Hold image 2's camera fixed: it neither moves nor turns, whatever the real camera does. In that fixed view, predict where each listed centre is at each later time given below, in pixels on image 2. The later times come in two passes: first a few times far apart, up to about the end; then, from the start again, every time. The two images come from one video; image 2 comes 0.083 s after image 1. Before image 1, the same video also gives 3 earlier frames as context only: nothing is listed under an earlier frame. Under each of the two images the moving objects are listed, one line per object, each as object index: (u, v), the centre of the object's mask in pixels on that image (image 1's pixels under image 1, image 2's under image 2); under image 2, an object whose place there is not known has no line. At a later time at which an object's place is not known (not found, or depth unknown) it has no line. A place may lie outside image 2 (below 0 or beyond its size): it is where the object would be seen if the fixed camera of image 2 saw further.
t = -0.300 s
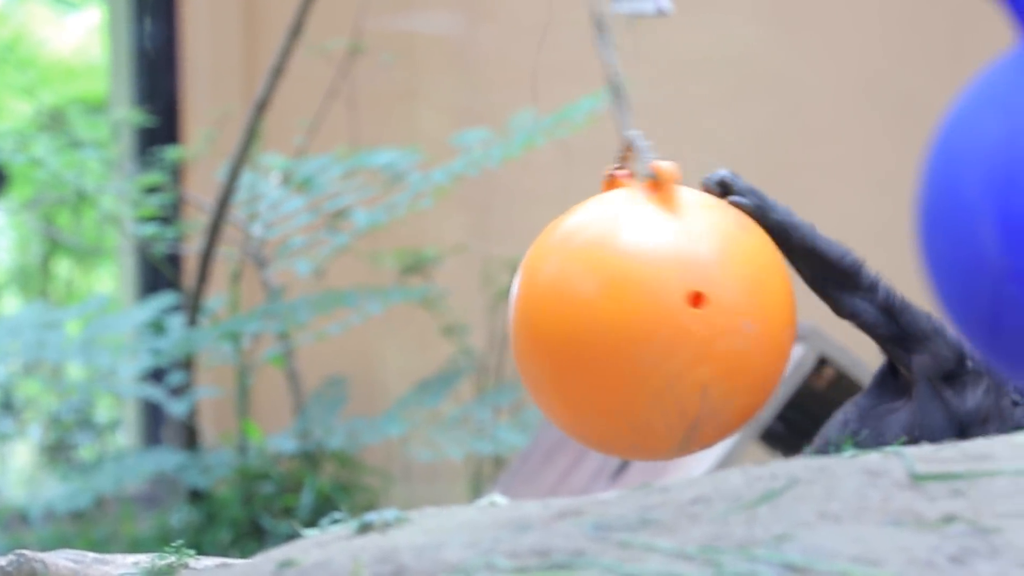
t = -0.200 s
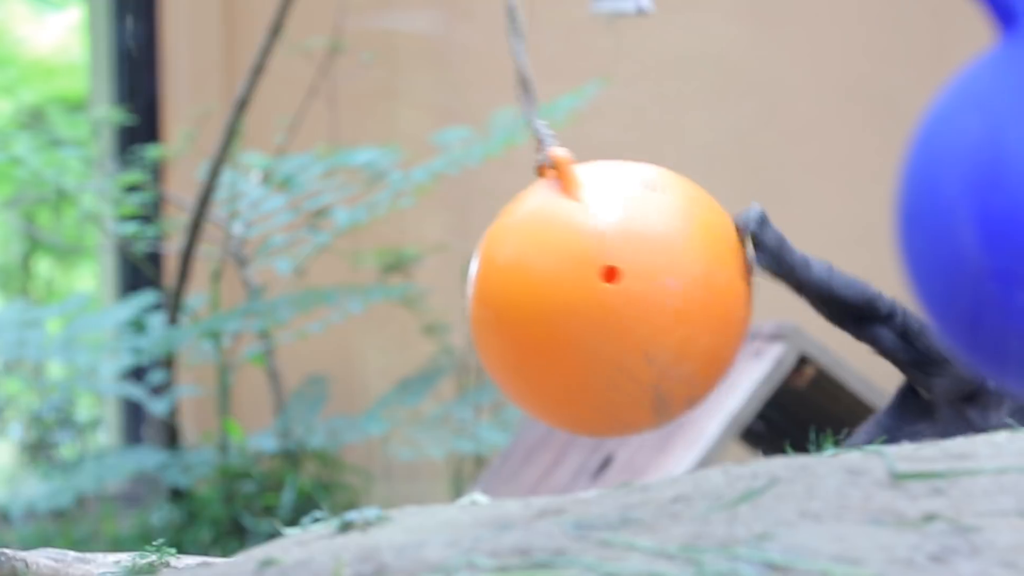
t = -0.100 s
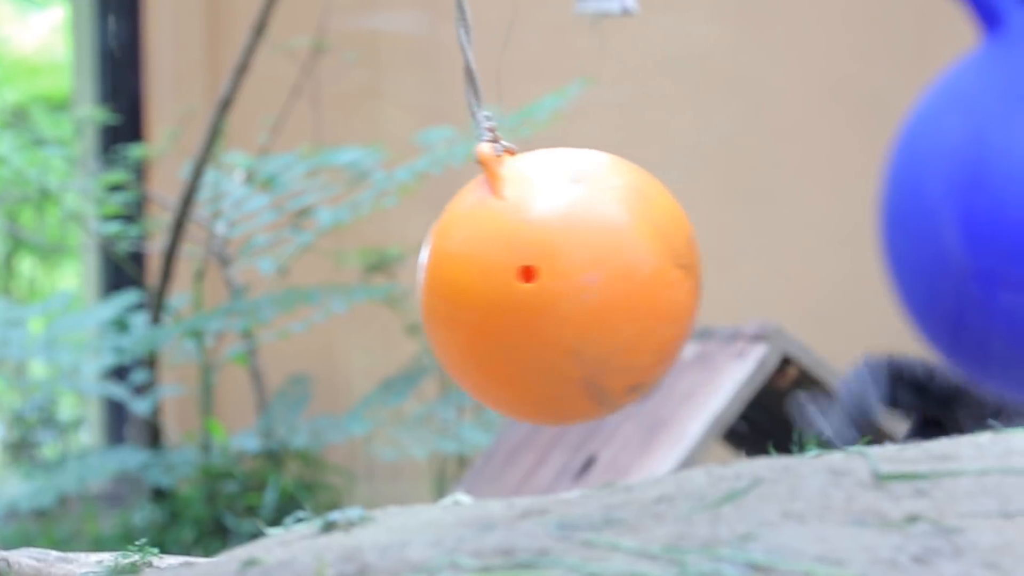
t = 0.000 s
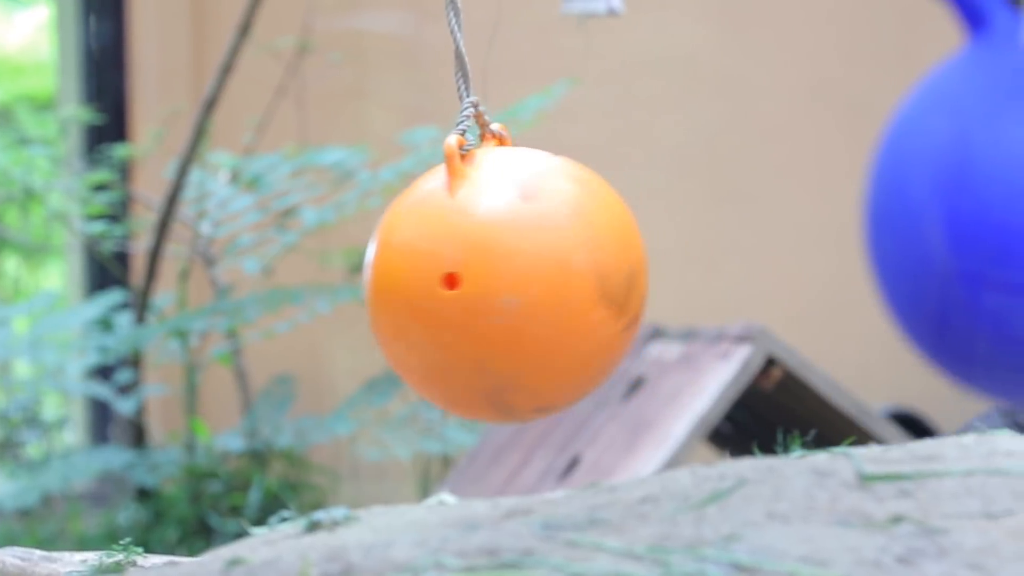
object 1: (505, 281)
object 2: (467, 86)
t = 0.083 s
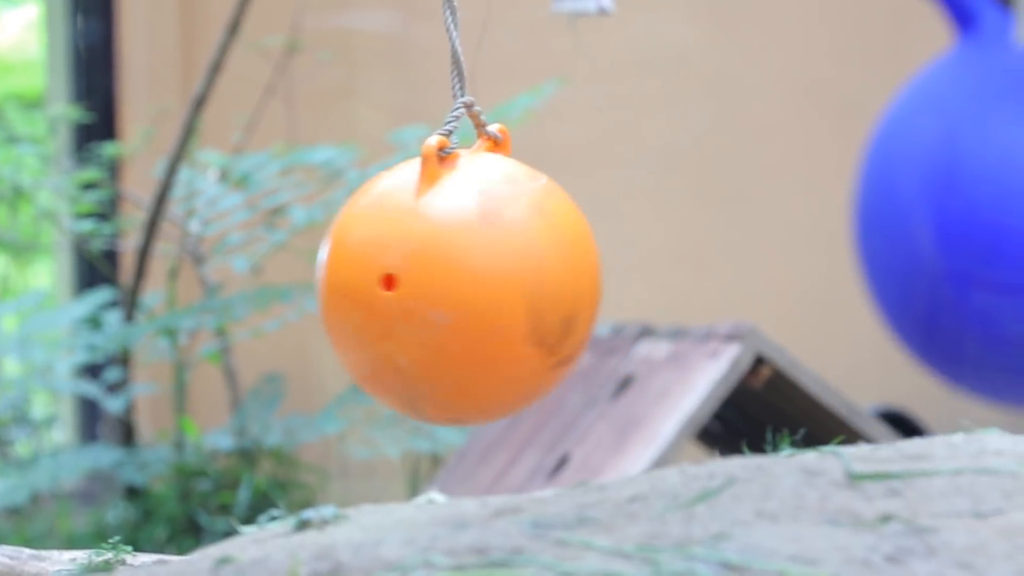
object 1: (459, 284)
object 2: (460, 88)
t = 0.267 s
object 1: (373, 308)
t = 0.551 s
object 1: (269, 312)
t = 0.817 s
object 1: (249, 289)
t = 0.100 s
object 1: (452, 285)
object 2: (459, 89)
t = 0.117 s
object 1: (444, 286)
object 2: (456, 92)
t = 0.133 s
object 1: (437, 288)
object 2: (454, 93)
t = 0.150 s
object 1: (429, 291)
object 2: (450, 96)
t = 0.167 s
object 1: (422, 294)
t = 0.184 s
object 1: (414, 296)
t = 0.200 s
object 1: (405, 298)
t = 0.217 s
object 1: (398, 301)
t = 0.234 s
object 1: (390, 304)
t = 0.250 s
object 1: (382, 306)
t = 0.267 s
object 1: (373, 308)
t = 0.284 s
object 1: (365, 311)
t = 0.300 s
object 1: (357, 313)
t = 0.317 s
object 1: (350, 315)
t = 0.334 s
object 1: (342, 317)
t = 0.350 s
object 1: (334, 317)
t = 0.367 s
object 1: (326, 317)
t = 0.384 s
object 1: (320, 316)
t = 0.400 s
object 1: (314, 315)
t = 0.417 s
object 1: (308, 315)
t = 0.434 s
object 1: (301, 315)
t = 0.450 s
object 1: (296, 315)
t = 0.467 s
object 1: (291, 315)
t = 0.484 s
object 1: (286, 315)
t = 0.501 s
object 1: (281, 314)
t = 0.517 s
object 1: (277, 314)
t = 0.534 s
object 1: (273, 313)
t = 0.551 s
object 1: (269, 312)
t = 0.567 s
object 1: (266, 311)
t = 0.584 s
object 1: (264, 310)
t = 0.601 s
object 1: (260, 309)
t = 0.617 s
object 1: (257, 308)
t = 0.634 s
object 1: (255, 306)
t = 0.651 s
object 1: (254, 304)
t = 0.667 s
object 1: (253, 302)
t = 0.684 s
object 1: (251, 300)
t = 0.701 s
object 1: (250, 298)
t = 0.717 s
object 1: (249, 296)
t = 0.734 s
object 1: (248, 295)
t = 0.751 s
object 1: (247, 294)
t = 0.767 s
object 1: (247, 292)
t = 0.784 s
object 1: (247, 291)
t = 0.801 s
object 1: (248, 290)
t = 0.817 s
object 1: (249, 289)
